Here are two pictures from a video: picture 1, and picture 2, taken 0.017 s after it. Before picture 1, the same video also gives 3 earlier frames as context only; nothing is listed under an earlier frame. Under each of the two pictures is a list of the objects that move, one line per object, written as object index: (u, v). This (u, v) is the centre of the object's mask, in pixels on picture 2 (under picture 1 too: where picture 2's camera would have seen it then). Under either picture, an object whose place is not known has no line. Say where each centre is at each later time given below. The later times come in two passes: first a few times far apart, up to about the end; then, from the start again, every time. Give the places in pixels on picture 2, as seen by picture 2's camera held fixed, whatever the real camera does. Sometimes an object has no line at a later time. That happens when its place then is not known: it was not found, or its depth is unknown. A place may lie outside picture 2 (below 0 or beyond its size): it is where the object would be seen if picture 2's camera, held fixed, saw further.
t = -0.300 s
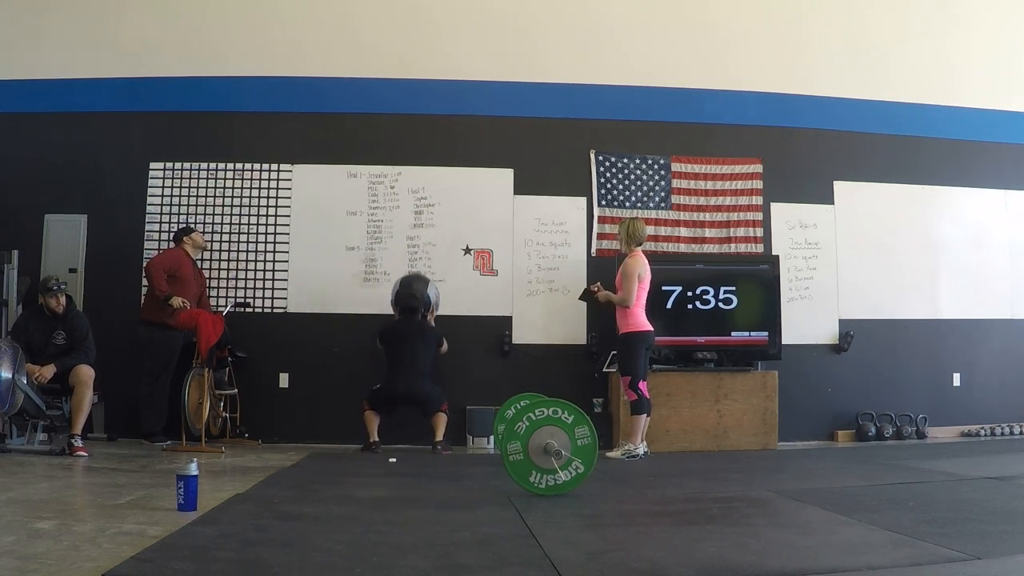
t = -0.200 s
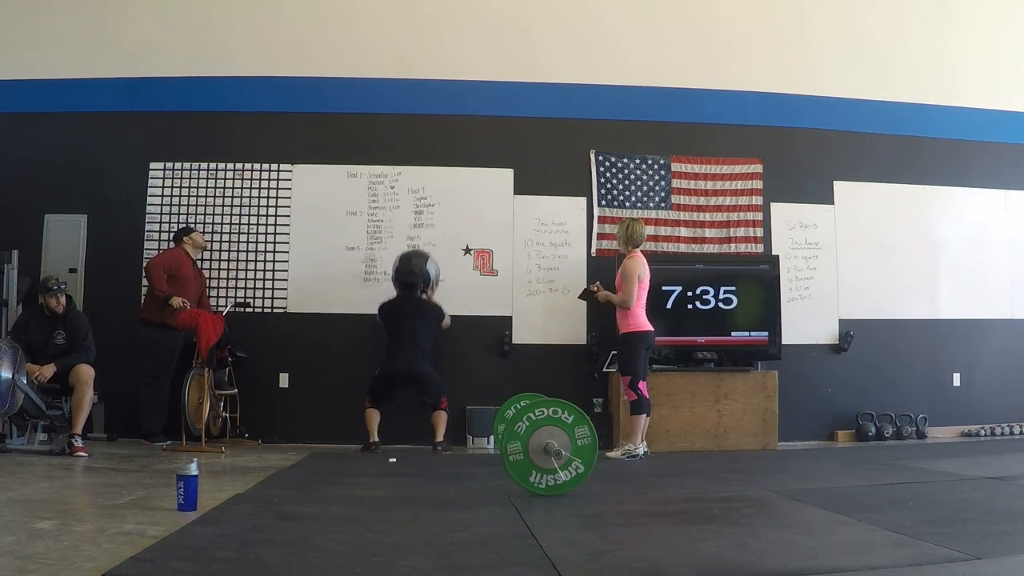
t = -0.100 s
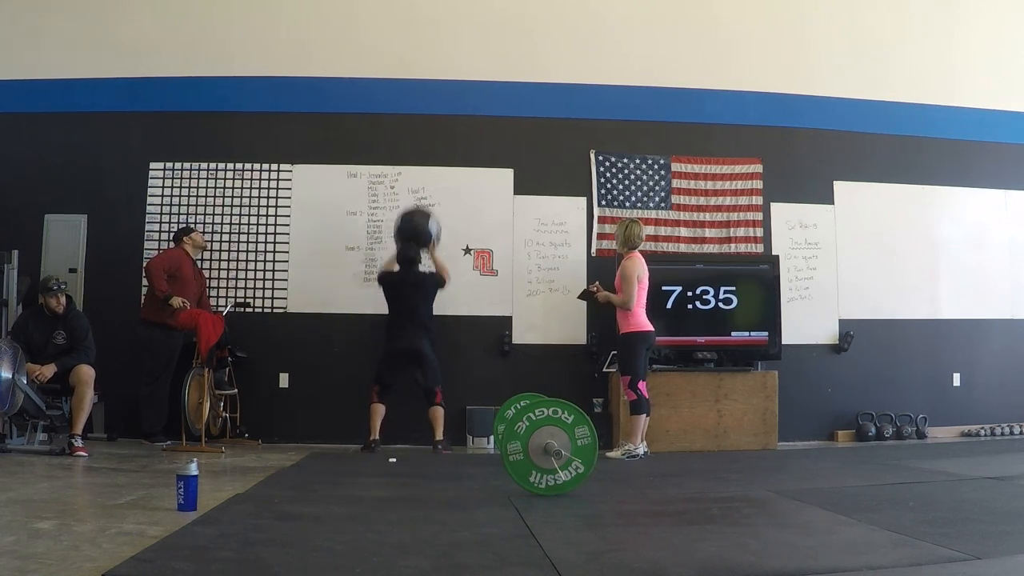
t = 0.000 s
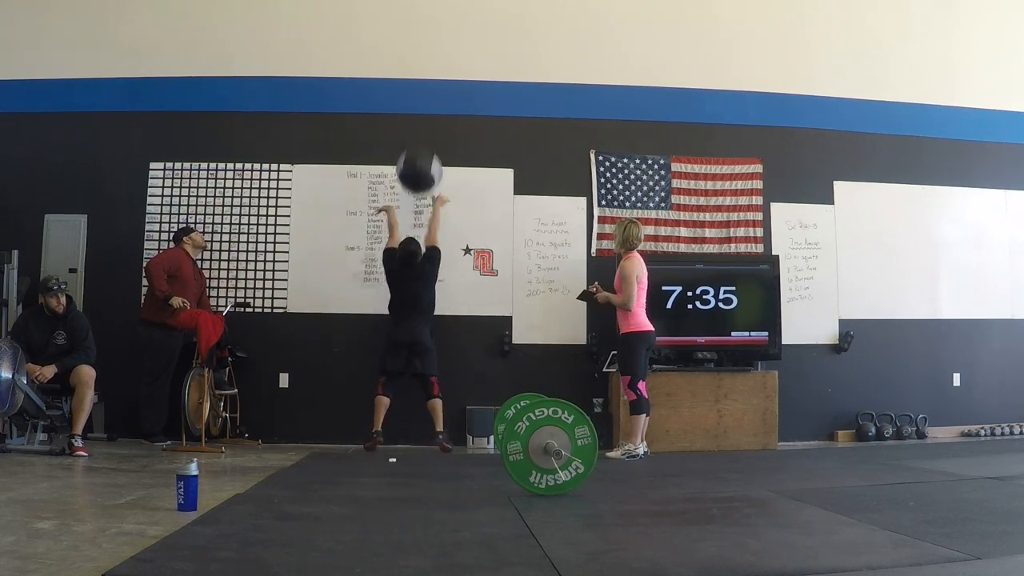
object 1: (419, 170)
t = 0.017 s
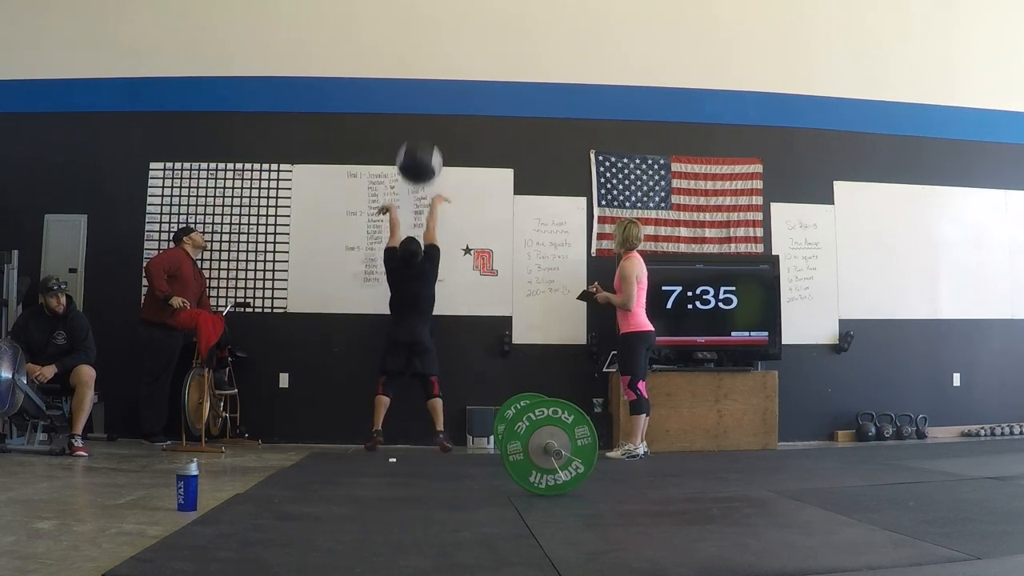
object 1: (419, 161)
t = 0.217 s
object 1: (421, 88)
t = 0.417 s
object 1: (421, 63)
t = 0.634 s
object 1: (421, 80)
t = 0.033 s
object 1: (419, 153)
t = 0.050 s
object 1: (420, 145)
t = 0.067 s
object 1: (420, 139)
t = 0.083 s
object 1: (420, 134)
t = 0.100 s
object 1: (420, 127)
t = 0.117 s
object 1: (420, 119)
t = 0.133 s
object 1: (420, 112)
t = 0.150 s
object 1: (420, 107)
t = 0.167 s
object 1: (420, 101)
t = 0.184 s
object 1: (421, 96)
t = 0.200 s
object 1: (421, 92)
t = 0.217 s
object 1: (421, 88)
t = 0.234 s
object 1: (421, 84)
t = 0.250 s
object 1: (421, 81)
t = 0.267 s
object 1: (421, 77)
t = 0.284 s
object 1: (421, 74)
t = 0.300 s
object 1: (421, 72)
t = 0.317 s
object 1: (421, 69)
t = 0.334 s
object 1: (421, 67)
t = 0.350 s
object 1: (421, 66)
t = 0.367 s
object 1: (421, 64)
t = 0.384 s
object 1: (421, 63)
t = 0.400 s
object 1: (421, 63)
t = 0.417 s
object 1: (421, 63)
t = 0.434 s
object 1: (421, 62)
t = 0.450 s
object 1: (421, 62)
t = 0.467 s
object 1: (421, 62)
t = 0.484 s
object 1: (421, 62)
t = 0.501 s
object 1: (421, 63)
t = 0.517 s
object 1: (421, 64)
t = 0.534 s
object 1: (421, 66)
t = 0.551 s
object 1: (421, 67)
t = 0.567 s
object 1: (421, 69)
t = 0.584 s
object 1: (421, 72)
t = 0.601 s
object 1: (421, 74)
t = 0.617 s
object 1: (421, 77)
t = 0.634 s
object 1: (421, 80)
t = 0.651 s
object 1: (421, 84)
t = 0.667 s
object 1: (421, 88)
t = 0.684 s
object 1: (421, 93)
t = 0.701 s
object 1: (421, 97)
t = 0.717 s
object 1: (421, 103)
